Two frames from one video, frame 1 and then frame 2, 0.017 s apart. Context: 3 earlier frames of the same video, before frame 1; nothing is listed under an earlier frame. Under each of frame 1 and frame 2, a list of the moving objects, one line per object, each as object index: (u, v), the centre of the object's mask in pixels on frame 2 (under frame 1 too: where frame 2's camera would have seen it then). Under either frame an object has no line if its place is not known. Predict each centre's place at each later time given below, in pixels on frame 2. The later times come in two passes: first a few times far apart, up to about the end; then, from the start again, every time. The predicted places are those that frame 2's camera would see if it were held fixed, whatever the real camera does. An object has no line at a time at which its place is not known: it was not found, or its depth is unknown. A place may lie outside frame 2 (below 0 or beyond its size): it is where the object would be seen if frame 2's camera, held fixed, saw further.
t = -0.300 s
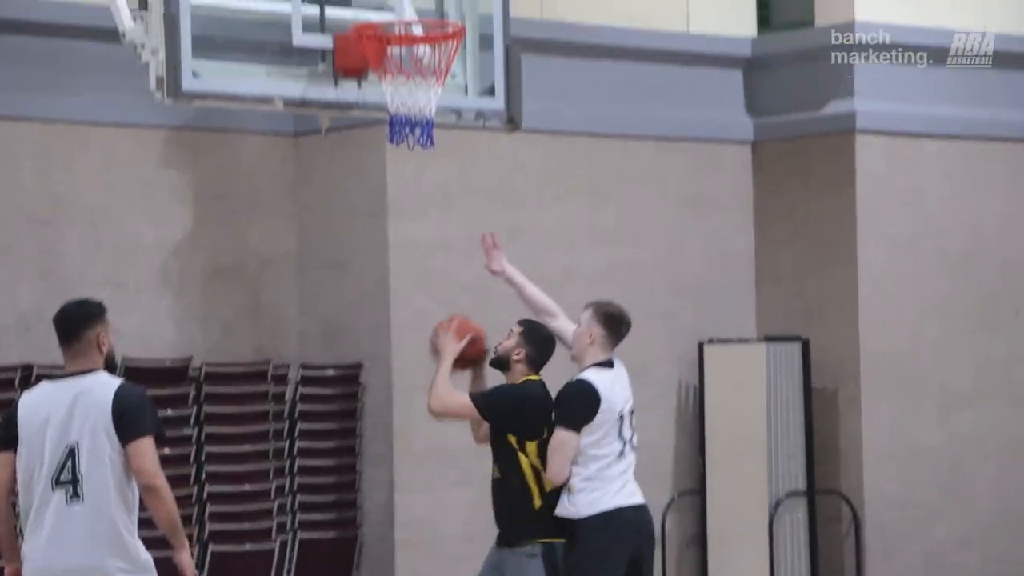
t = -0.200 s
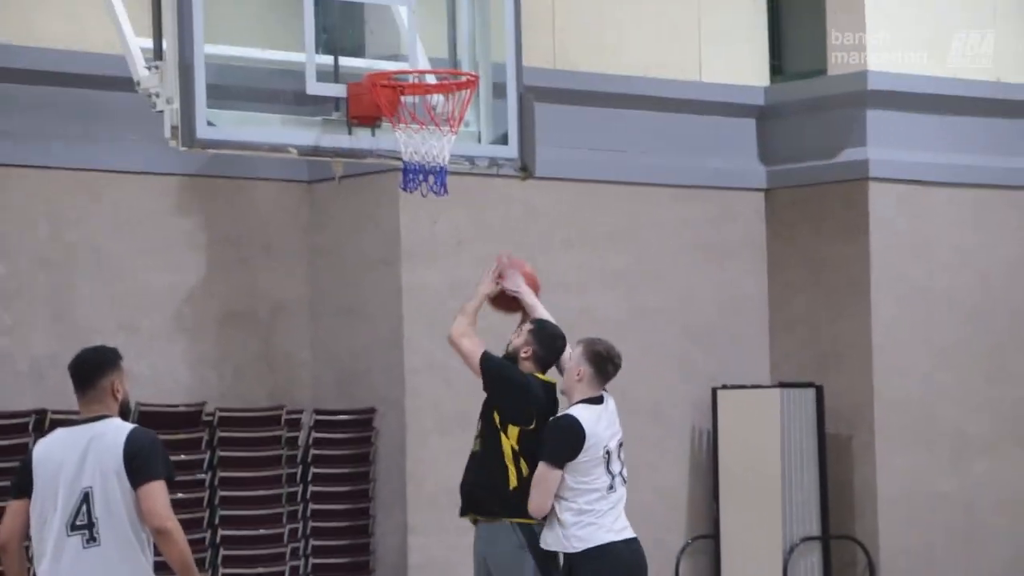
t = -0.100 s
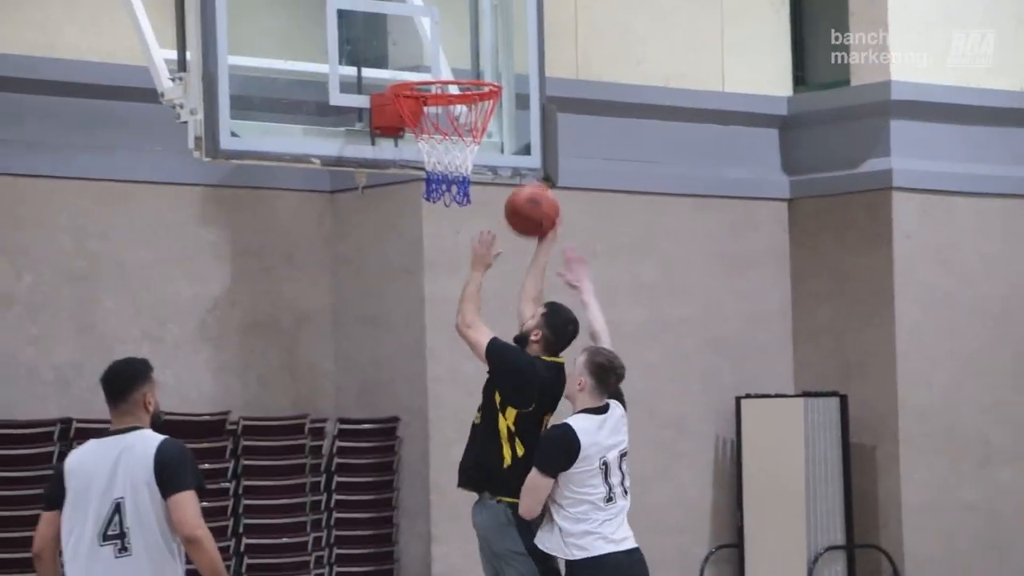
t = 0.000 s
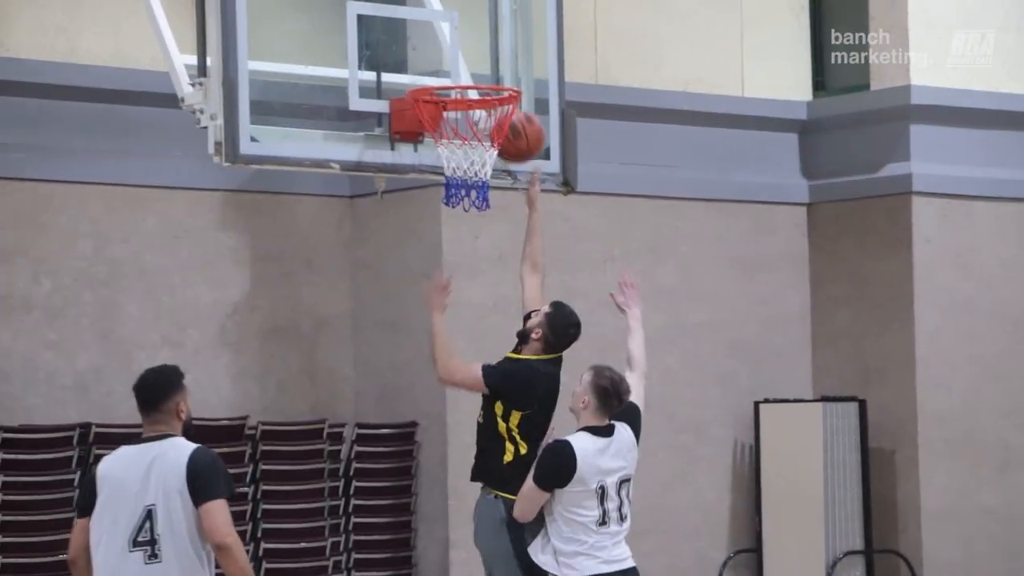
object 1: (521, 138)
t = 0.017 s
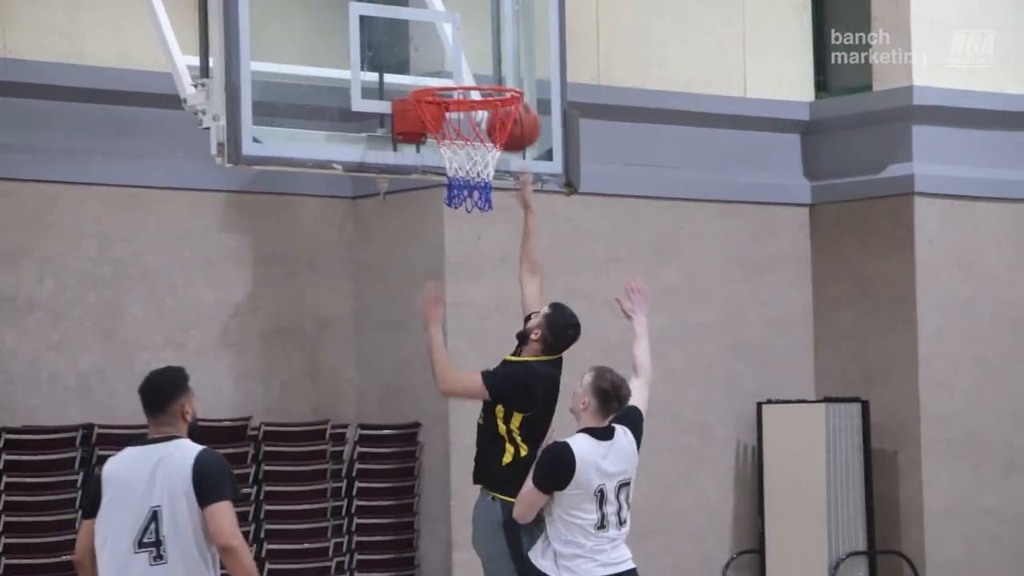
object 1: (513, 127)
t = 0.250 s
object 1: (501, 59)
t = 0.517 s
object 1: (494, 70)
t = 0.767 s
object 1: (465, 178)
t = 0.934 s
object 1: (452, 300)
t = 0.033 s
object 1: (508, 120)
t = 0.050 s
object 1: (502, 108)
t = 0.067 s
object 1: (494, 93)
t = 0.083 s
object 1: (491, 79)
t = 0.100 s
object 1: (494, 73)
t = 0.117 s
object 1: (495, 70)
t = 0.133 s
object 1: (495, 70)
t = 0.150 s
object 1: (496, 66)
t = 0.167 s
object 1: (497, 64)
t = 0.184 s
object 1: (498, 62)
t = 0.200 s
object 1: (498, 61)
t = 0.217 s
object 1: (500, 59)
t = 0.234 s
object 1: (500, 59)
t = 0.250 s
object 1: (501, 59)
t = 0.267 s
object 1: (502, 59)
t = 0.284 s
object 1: (503, 60)
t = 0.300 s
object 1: (504, 61)
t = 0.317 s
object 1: (505, 63)
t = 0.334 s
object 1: (507, 65)
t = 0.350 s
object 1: (506, 65)
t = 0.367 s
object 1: (505, 64)
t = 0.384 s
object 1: (504, 64)
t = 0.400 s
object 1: (503, 64)
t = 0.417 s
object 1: (502, 64)
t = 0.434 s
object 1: (501, 65)
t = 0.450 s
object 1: (500, 66)
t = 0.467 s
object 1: (499, 67)
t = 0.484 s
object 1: (498, 69)
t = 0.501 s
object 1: (496, 69)
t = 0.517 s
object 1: (494, 70)
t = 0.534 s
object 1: (491, 79)
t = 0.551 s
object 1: (489, 83)
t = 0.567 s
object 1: (488, 88)
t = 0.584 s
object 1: (486, 92)
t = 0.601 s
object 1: (484, 98)
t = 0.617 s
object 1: (483, 103)
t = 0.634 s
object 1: (480, 114)
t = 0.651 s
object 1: (478, 117)
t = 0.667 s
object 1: (476, 124)
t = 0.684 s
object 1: (475, 131)
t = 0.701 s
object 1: (470, 140)
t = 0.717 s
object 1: (469, 148)
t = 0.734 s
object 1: (468, 158)
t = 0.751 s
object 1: (466, 169)
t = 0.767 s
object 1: (465, 178)
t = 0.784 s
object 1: (464, 189)
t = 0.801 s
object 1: (462, 202)
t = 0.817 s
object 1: (461, 208)
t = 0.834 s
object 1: (459, 219)
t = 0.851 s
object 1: (458, 231)
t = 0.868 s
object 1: (457, 243)
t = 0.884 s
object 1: (456, 256)
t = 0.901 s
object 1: (455, 270)
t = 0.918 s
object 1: (453, 285)
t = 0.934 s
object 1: (452, 300)
